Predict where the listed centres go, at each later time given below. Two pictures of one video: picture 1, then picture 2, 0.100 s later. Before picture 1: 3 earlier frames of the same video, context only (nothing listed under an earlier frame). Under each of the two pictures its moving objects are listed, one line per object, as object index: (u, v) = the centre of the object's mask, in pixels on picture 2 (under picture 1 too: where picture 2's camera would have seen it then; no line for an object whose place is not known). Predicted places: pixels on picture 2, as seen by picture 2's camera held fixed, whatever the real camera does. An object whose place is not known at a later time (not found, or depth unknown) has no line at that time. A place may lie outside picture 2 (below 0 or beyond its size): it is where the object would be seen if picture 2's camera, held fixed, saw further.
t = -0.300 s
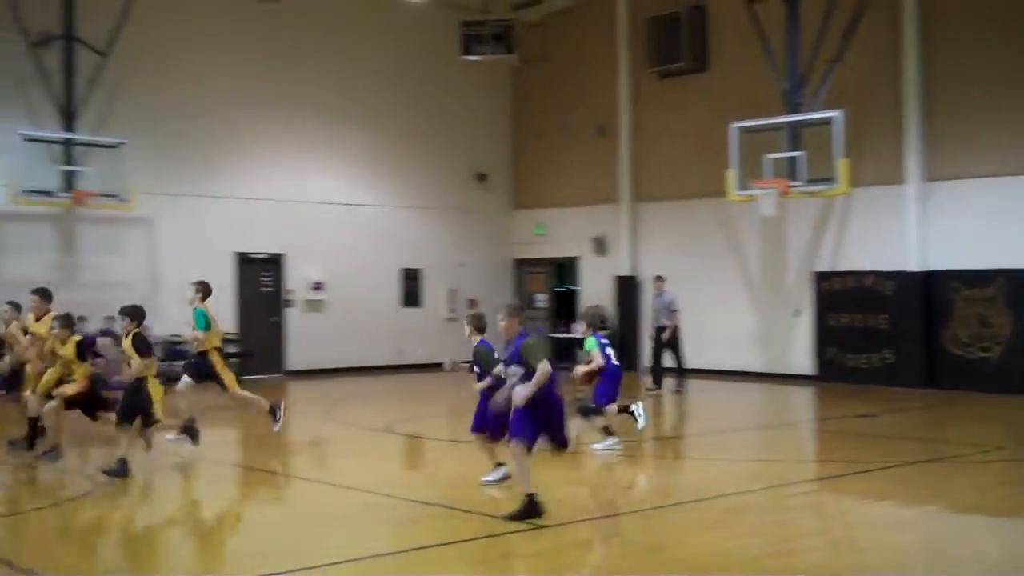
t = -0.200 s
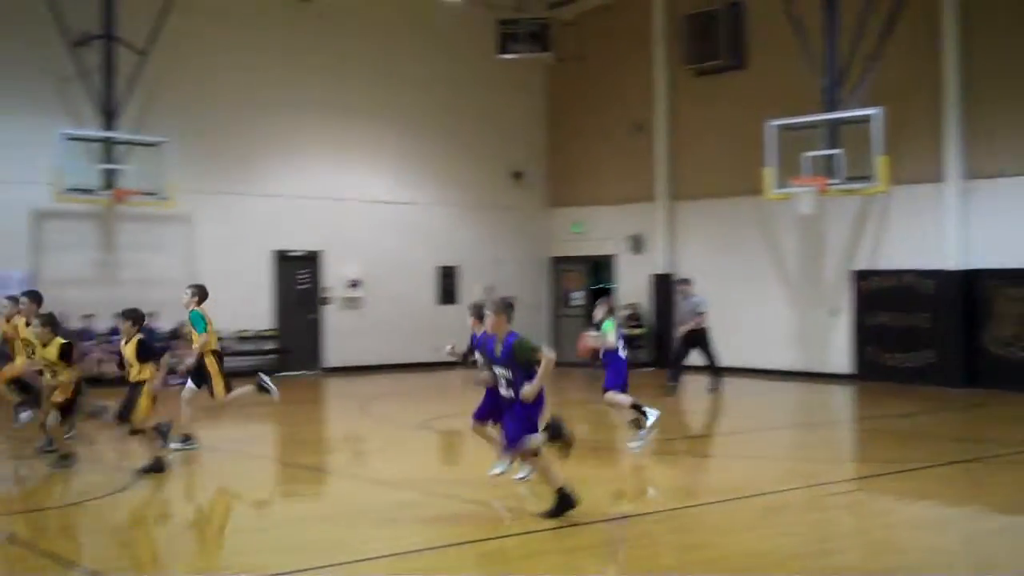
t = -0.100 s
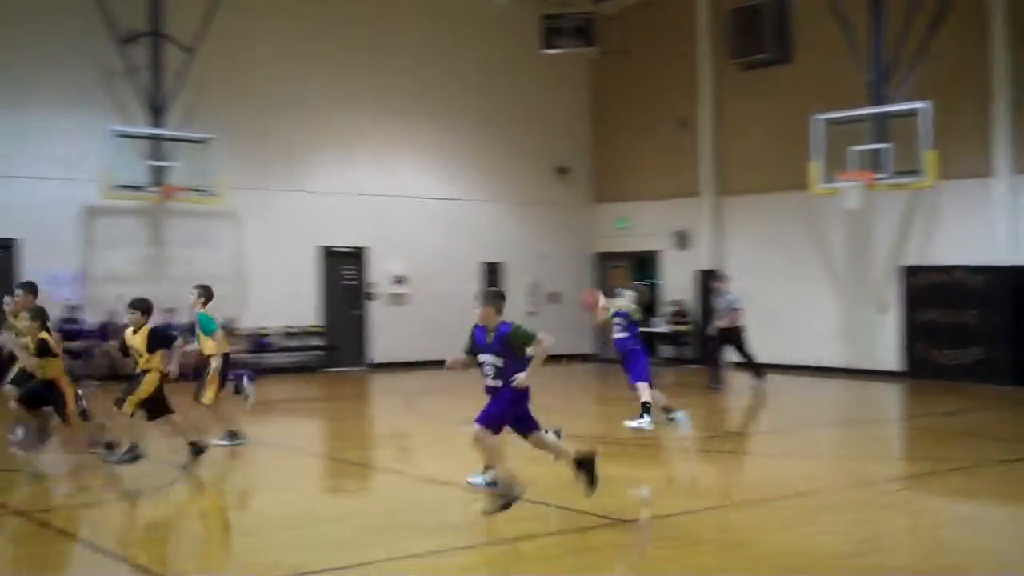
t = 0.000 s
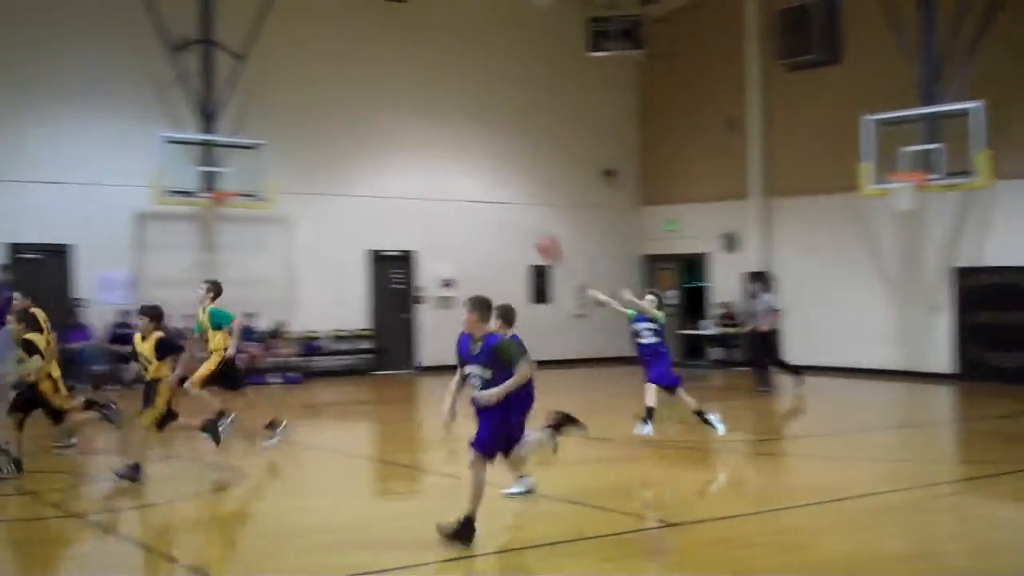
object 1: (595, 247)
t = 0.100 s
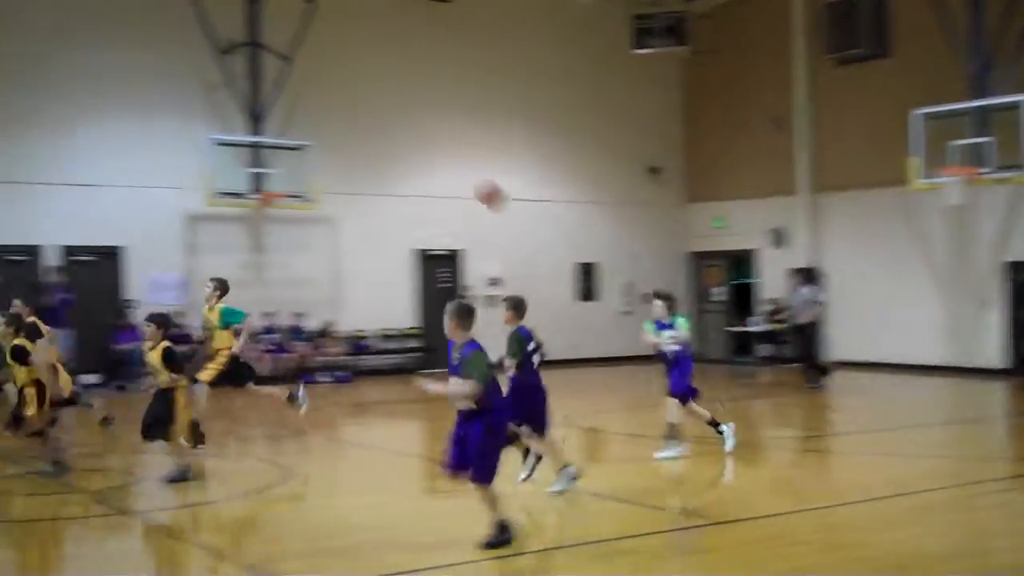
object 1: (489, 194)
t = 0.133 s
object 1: (456, 180)
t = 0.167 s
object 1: (419, 164)
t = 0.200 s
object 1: (379, 150)
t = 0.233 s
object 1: (339, 136)
